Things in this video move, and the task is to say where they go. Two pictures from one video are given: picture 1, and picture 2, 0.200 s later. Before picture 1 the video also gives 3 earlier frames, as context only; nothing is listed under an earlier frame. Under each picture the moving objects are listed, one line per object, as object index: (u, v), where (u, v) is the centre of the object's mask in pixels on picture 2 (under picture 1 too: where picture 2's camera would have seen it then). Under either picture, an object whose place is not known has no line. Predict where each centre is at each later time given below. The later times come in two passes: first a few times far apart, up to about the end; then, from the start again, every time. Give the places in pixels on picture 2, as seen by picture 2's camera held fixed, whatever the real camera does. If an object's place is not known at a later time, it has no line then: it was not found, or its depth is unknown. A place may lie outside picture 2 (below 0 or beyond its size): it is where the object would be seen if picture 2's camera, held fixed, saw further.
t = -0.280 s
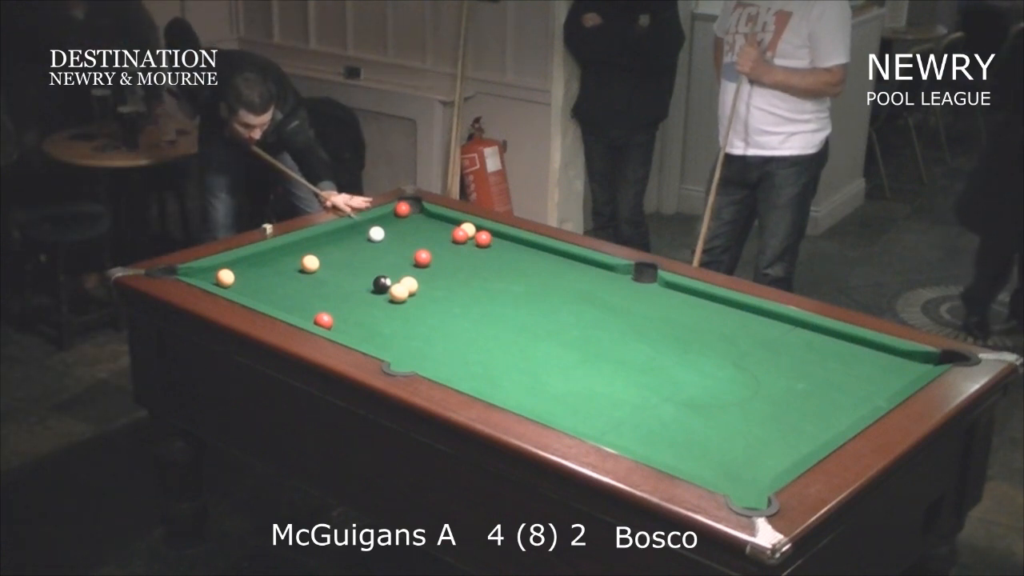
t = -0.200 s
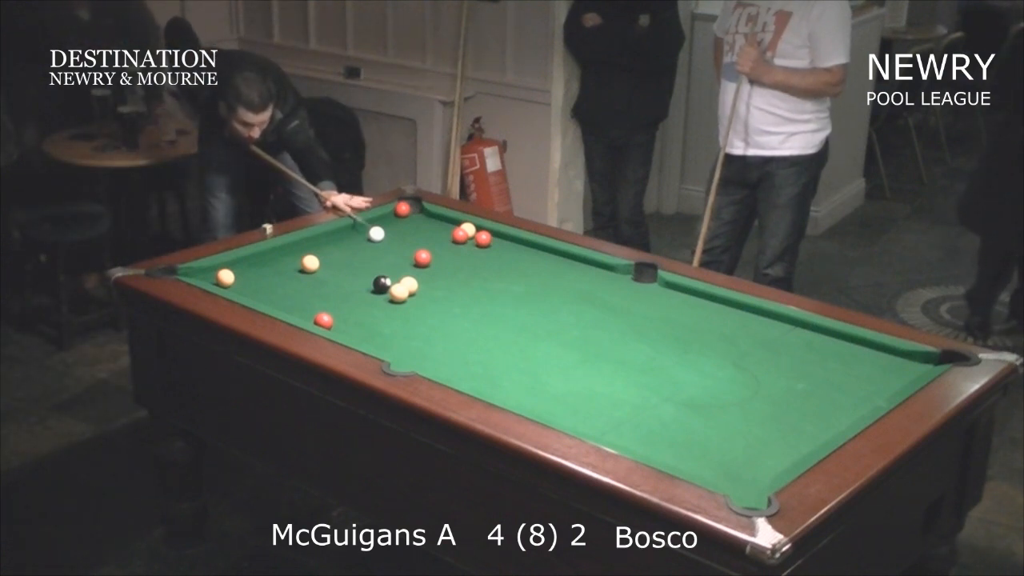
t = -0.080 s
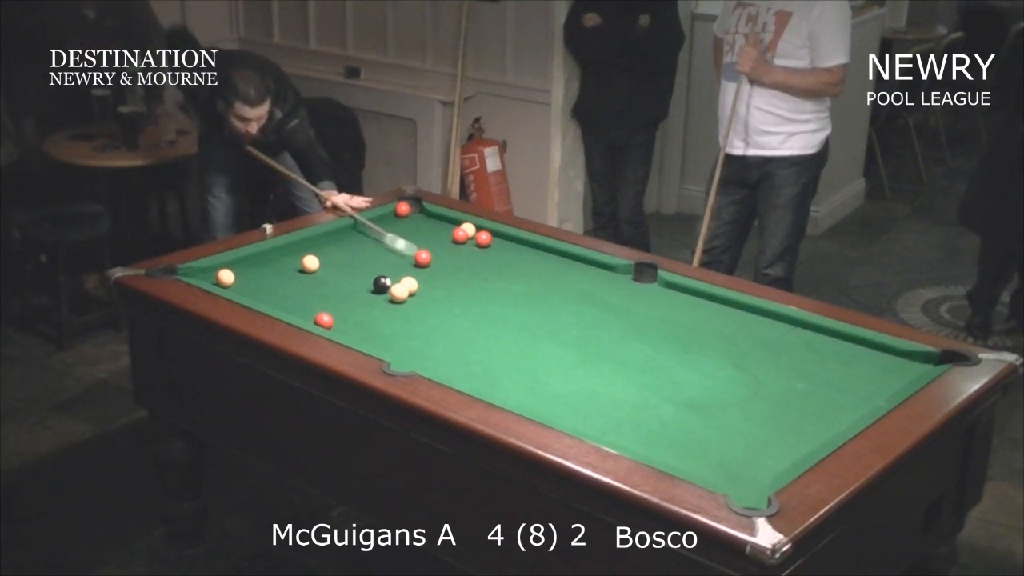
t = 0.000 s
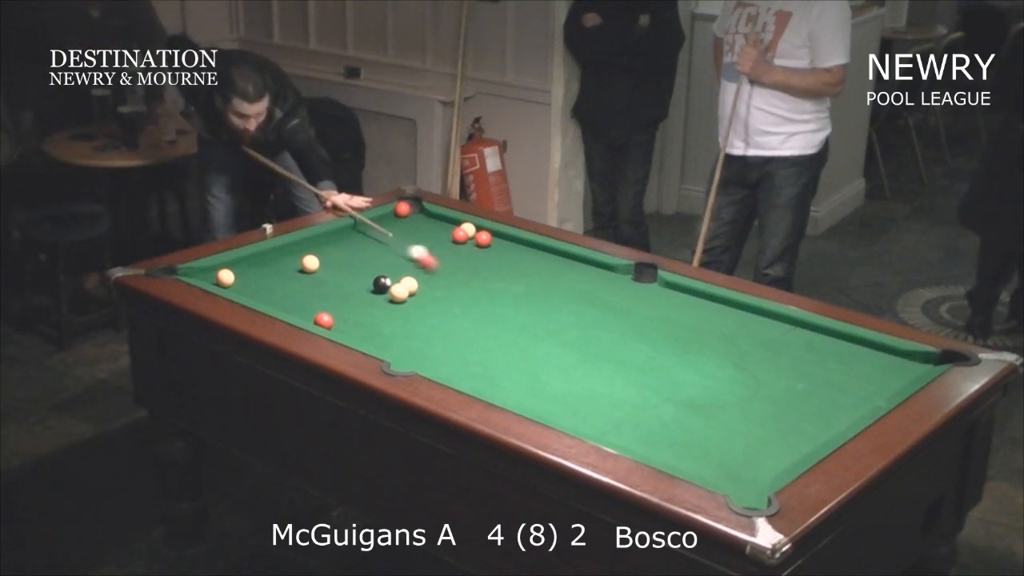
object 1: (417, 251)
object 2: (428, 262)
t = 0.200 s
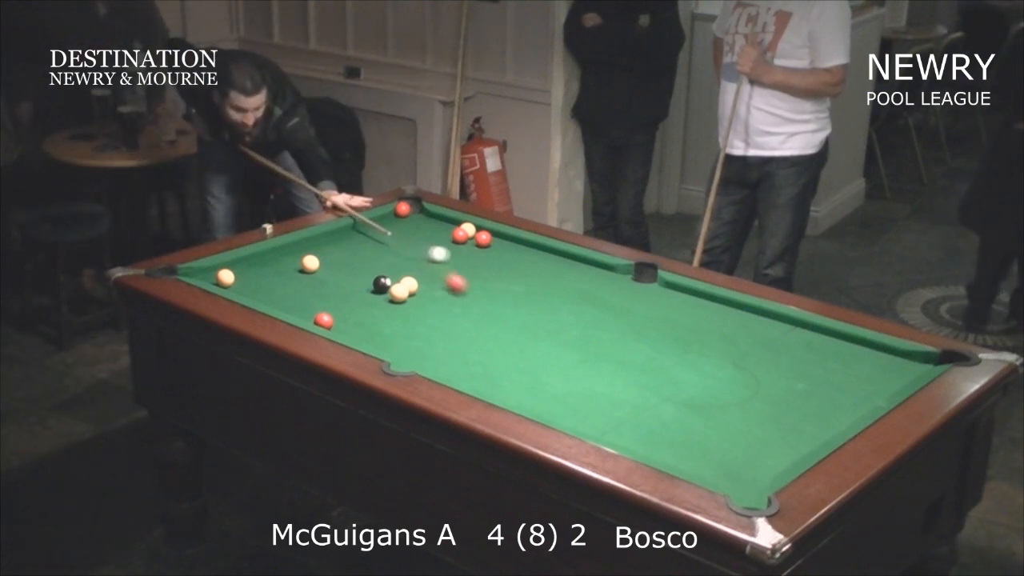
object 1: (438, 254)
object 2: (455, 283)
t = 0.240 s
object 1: (443, 255)
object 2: (461, 287)
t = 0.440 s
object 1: (465, 258)
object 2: (489, 309)
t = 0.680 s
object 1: (490, 261)
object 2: (525, 336)
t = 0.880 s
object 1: (508, 264)
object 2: (556, 359)
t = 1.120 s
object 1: (529, 267)
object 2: (595, 389)
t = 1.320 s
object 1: (544, 270)
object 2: (629, 415)
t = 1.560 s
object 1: (560, 272)
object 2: (672, 448)
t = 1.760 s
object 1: (571, 274)
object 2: (711, 473)
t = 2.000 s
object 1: (582, 276)
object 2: (747, 497)
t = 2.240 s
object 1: (590, 277)
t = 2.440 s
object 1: (595, 278)
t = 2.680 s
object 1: (599, 279)
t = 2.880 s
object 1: (600, 279)
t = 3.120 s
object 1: (600, 279)
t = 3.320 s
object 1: (600, 279)
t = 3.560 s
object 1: (600, 279)
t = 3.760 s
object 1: (600, 279)
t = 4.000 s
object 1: (600, 279)
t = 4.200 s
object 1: (600, 279)
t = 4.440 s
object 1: (600, 279)
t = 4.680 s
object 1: (600, 279)
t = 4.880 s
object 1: (600, 279)
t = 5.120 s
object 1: (600, 279)
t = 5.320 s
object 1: (600, 279)
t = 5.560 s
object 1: (600, 279)
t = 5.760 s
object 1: (600, 279)
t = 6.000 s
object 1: (600, 279)
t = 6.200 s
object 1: (600, 279)
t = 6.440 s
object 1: (600, 279)
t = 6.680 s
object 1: (600, 279)
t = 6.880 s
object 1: (600, 279)
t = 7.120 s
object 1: (600, 279)
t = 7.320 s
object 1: (600, 279)
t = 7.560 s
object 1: (600, 279)
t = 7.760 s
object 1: (600, 279)
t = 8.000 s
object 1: (600, 279)
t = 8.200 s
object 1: (600, 279)
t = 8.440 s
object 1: (600, 279)
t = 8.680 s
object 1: (600, 279)
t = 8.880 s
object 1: (600, 279)
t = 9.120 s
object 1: (600, 279)
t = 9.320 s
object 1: (600, 279)
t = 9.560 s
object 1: (600, 279)
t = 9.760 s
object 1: (600, 279)
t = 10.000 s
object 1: (600, 279)
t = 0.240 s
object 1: (443, 255)
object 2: (461, 287)
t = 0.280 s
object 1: (447, 255)
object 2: (467, 292)
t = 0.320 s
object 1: (452, 256)
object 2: (472, 296)
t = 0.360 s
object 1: (456, 256)
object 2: (478, 300)
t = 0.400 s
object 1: (461, 257)
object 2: (483, 304)
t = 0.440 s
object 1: (465, 258)
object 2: (489, 309)
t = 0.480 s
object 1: (469, 258)
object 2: (495, 313)
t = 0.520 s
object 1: (473, 259)
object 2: (501, 317)
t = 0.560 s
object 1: (477, 259)
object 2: (507, 322)
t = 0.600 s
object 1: (481, 260)
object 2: (513, 327)
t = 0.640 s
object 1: (485, 261)
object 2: (519, 331)
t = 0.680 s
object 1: (490, 261)
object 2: (525, 336)
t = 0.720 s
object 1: (493, 262)
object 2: (531, 340)
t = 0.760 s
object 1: (497, 262)
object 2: (537, 345)
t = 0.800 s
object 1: (501, 263)
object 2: (543, 350)
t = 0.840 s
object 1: (505, 264)
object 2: (550, 354)
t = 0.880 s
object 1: (508, 264)
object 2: (556, 359)
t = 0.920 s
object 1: (512, 265)
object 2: (562, 364)
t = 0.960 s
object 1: (515, 265)
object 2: (569, 369)
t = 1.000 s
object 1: (519, 266)
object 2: (575, 374)
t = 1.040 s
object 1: (522, 266)
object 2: (582, 379)
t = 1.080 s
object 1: (525, 267)
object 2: (589, 384)
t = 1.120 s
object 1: (529, 267)
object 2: (595, 389)
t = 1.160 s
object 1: (532, 268)
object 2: (602, 394)
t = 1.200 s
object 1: (535, 268)
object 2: (609, 399)
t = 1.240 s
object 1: (538, 269)
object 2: (615, 404)
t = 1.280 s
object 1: (541, 269)
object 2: (622, 410)
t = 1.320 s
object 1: (544, 270)
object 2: (629, 415)
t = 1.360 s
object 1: (547, 270)
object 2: (637, 421)
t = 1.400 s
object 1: (550, 271)
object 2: (643, 426)
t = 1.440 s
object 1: (552, 271)
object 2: (651, 431)
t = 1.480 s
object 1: (555, 272)
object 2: (658, 437)
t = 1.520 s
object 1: (557, 272)
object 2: (665, 442)
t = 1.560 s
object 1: (560, 272)
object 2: (672, 448)
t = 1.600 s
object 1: (562, 273)
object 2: (680, 453)
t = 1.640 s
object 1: (564, 273)
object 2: (687, 458)
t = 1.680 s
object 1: (566, 273)
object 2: (695, 463)
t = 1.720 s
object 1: (568, 274)
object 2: (703, 468)
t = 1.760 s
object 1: (571, 274)
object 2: (711, 473)
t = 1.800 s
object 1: (573, 274)
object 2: (720, 479)
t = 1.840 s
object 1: (575, 275)
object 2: (730, 484)
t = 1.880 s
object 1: (576, 275)
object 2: (739, 488)
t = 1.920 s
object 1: (578, 275)
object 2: (747, 493)
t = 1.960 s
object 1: (580, 276)
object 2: (750, 496)
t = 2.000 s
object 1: (582, 276)
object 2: (747, 497)
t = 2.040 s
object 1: (583, 276)
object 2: (744, 500)
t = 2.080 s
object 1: (585, 276)
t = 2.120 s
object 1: (586, 277)
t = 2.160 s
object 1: (587, 277)
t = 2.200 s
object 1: (589, 277)
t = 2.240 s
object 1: (590, 277)
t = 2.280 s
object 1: (591, 278)
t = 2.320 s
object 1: (592, 278)
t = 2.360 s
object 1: (593, 278)
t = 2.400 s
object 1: (594, 278)
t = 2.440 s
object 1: (595, 278)
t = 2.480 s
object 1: (596, 278)
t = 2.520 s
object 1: (597, 278)
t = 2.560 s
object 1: (597, 278)
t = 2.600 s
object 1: (598, 279)
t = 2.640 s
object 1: (598, 279)
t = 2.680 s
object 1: (599, 279)
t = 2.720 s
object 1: (599, 279)
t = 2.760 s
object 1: (599, 279)
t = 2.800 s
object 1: (600, 279)
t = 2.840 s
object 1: (600, 279)
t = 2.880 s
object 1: (600, 279)
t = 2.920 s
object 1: (600, 279)
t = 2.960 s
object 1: (600, 279)
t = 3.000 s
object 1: (600, 279)
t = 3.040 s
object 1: (600, 279)
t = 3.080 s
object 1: (600, 279)
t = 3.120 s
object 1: (600, 279)
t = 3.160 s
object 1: (600, 279)
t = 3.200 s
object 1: (600, 279)
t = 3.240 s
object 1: (600, 279)
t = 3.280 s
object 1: (600, 279)
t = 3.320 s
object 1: (600, 279)
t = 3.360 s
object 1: (600, 279)
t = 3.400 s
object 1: (600, 279)
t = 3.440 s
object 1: (600, 279)
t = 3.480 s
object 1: (600, 279)
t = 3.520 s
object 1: (600, 279)
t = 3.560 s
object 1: (600, 279)
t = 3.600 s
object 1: (600, 279)
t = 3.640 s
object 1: (600, 279)
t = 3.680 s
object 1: (600, 279)
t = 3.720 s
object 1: (600, 279)
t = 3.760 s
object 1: (600, 279)
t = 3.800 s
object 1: (600, 279)
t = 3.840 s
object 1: (600, 279)
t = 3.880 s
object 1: (600, 279)
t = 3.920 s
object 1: (600, 279)
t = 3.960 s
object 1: (600, 279)
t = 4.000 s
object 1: (600, 279)
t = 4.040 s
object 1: (600, 279)
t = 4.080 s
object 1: (600, 279)
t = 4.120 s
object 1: (600, 279)
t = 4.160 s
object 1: (600, 279)
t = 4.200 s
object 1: (600, 279)
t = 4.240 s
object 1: (600, 279)
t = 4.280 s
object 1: (600, 279)
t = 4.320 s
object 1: (600, 279)
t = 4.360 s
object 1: (600, 279)
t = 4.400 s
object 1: (600, 279)
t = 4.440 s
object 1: (600, 279)
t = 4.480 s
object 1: (600, 279)
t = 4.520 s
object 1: (600, 279)
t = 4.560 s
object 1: (600, 279)
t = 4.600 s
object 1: (600, 279)
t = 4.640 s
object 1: (600, 279)
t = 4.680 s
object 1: (600, 279)
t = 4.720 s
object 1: (600, 279)
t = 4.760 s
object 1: (600, 279)
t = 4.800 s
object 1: (600, 279)
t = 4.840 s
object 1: (600, 279)
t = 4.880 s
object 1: (600, 279)
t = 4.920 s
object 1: (600, 279)
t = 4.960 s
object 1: (600, 279)
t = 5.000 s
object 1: (600, 279)
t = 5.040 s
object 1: (600, 279)
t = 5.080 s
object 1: (600, 279)
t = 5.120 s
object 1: (600, 279)
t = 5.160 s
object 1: (600, 279)
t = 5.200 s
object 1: (600, 279)
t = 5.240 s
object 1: (600, 279)
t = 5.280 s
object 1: (600, 279)
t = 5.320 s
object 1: (600, 279)
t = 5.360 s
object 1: (600, 279)
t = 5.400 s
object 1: (600, 279)
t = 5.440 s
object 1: (600, 279)
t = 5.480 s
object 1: (600, 279)
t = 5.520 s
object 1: (600, 279)
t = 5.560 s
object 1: (600, 279)
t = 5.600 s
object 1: (600, 279)
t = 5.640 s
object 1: (600, 279)
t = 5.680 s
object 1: (600, 279)
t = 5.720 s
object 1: (600, 279)
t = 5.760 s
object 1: (600, 279)
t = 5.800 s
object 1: (600, 279)
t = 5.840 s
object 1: (600, 279)
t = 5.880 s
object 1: (600, 279)
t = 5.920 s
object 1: (600, 279)
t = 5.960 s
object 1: (600, 279)
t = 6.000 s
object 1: (600, 279)
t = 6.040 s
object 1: (600, 279)
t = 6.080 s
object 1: (600, 279)
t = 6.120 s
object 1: (600, 279)
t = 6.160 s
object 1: (600, 279)
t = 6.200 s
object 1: (600, 279)
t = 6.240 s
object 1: (600, 279)
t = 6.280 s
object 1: (600, 279)
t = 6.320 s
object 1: (600, 279)
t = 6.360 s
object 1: (600, 279)
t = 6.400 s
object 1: (600, 279)
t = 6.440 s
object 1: (600, 279)
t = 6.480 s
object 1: (600, 279)
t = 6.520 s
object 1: (600, 279)
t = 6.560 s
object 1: (600, 279)
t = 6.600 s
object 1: (600, 279)
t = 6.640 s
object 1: (600, 279)
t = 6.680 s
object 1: (600, 279)
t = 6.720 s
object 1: (600, 279)
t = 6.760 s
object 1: (600, 279)
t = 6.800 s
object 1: (600, 279)
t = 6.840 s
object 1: (600, 279)
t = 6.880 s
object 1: (600, 279)
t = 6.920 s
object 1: (600, 279)
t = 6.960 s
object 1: (600, 279)
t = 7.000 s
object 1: (600, 279)
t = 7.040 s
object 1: (600, 279)
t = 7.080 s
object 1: (600, 279)
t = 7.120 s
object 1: (600, 279)
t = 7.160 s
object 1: (600, 279)
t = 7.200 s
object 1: (600, 279)
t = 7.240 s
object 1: (600, 279)
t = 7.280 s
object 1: (600, 279)
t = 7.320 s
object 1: (600, 279)
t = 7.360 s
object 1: (600, 279)
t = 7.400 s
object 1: (600, 279)
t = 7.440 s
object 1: (600, 279)
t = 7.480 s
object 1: (600, 279)
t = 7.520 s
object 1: (600, 279)
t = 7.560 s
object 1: (600, 279)
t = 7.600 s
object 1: (600, 279)
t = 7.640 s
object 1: (600, 279)
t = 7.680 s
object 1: (600, 279)
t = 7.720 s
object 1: (600, 279)
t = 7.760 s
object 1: (600, 279)
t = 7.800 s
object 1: (600, 279)
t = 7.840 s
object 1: (600, 279)
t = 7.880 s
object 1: (600, 279)
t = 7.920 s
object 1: (600, 279)
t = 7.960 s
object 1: (600, 279)
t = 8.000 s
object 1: (600, 279)
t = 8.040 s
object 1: (600, 279)
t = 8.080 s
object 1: (600, 279)
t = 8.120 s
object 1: (600, 279)
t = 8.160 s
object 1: (600, 279)
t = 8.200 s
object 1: (600, 279)
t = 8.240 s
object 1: (600, 279)
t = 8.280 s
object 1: (600, 279)
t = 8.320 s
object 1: (600, 279)
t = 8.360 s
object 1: (600, 279)
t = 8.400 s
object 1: (600, 279)
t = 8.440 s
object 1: (600, 279)
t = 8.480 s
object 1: (600, 279)
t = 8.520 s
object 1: (600, 279)
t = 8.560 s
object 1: (600, 279)
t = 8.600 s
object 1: (600, 279)
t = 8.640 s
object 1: (600, 279)
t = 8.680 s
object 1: (600, 279)
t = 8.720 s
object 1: (600, 279)
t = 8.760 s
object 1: (600, 279)
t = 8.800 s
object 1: (600, 279)
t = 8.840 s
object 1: (600, 279)
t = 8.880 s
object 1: (600, 279)
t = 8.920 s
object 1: (600, 279)
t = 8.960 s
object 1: (600, 279)
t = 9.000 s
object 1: (600, 279)
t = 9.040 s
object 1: (600, 279)
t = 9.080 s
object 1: (600, 279)
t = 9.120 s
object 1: (600, 279)
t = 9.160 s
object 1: (600, 279)
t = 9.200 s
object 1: (600, 279)
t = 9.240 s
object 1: (600, 279)
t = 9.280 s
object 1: (600, 279)
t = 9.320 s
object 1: (600, 279)
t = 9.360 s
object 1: (600, 279)
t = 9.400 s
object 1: (600, 279)
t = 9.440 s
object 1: (600, 279)
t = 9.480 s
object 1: (600, 279)
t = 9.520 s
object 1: (600, 279)
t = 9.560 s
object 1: (600, 279)
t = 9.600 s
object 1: (600, 279)
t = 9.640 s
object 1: (600, 279)
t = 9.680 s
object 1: (600, 279)
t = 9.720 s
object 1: (600, 279)
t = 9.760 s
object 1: (600, 279)
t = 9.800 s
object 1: (600, 279)
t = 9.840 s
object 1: (600, 279)
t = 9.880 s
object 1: (600, 279)
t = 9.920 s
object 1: (600, 279)
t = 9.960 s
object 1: (600, 279)
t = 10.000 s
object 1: (600, 279)
